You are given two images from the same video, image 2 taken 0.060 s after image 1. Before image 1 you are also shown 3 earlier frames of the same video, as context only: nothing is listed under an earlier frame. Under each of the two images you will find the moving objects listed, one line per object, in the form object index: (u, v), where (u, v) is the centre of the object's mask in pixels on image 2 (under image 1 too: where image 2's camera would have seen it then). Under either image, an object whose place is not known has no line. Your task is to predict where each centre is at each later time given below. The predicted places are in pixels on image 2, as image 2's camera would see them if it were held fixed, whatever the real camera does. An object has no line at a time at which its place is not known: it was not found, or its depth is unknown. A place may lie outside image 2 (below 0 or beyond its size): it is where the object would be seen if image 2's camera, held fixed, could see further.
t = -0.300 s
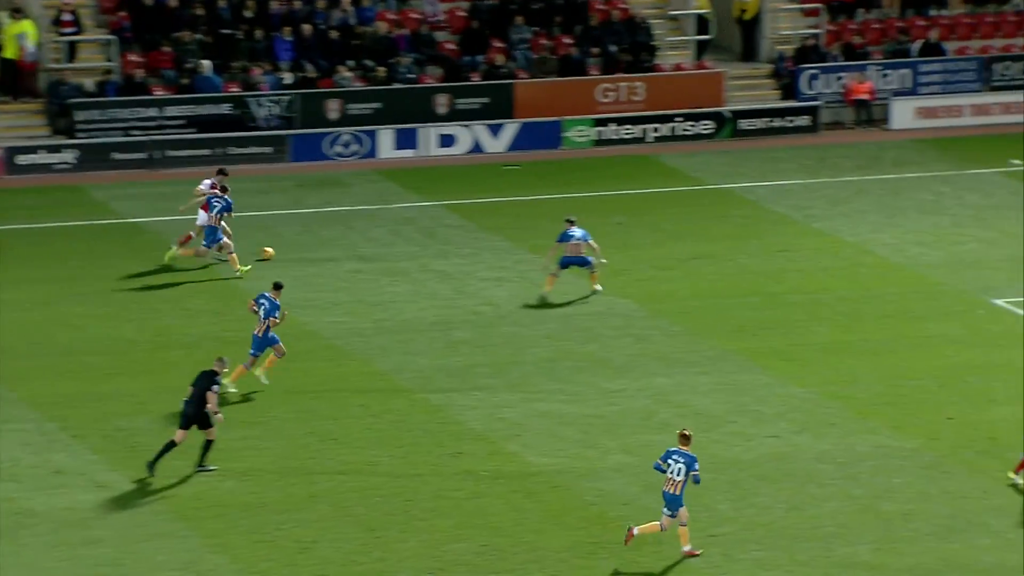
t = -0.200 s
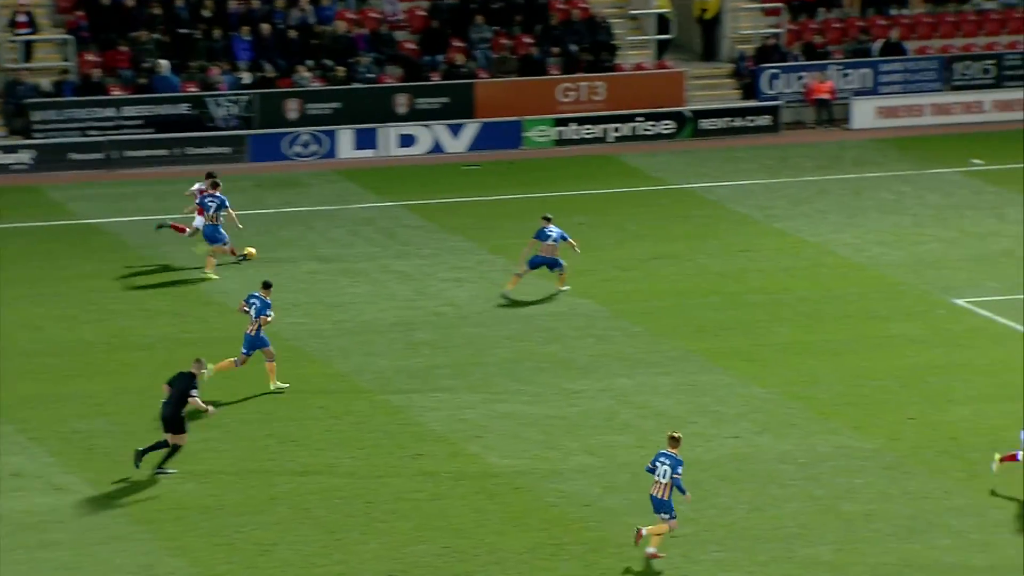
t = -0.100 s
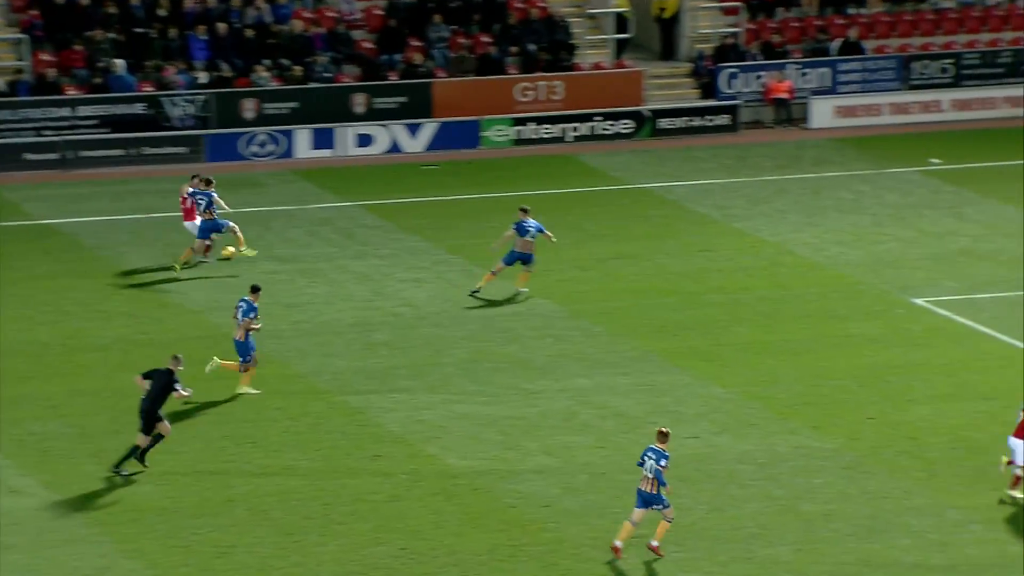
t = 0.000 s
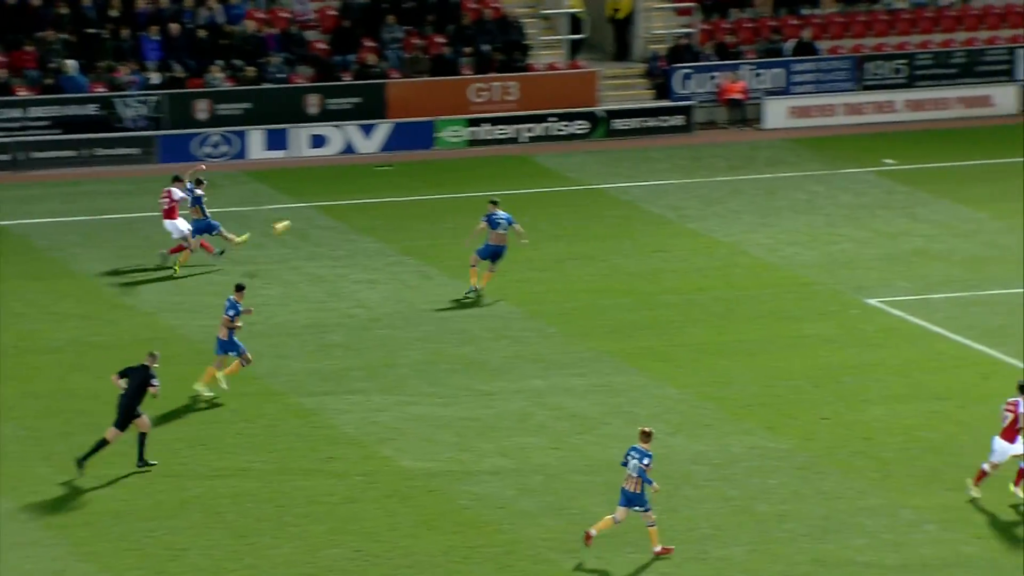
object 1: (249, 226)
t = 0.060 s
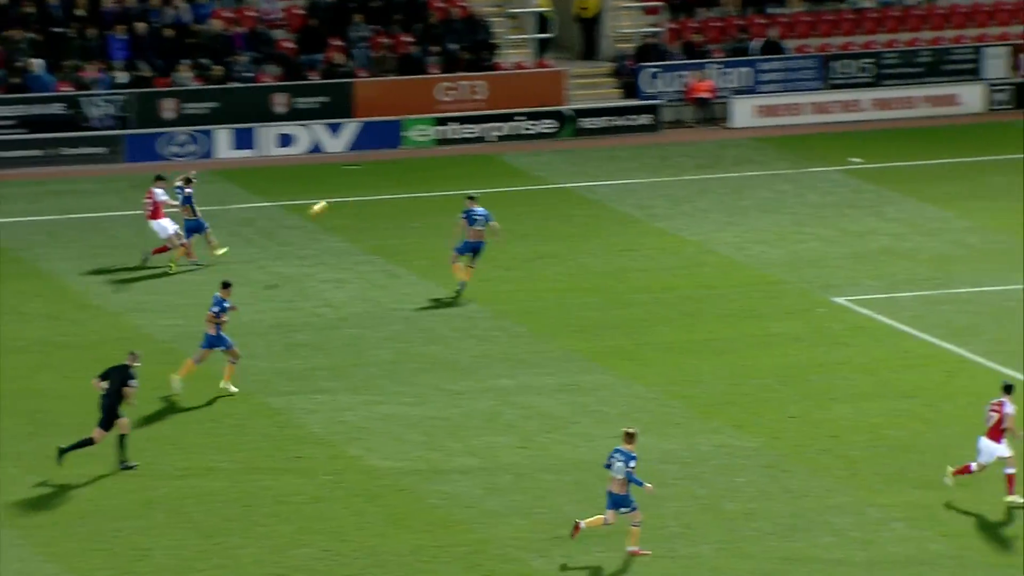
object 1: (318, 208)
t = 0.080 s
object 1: (340, 203)
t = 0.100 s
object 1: (364, 197)
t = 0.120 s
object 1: (386, 193)
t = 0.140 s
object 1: (408, 188)
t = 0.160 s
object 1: (429, 184)
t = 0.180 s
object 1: (451, 180)
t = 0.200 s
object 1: (472, 177)
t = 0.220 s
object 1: (495, 172)
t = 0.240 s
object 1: (516, 169)
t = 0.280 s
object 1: (557, 163)
